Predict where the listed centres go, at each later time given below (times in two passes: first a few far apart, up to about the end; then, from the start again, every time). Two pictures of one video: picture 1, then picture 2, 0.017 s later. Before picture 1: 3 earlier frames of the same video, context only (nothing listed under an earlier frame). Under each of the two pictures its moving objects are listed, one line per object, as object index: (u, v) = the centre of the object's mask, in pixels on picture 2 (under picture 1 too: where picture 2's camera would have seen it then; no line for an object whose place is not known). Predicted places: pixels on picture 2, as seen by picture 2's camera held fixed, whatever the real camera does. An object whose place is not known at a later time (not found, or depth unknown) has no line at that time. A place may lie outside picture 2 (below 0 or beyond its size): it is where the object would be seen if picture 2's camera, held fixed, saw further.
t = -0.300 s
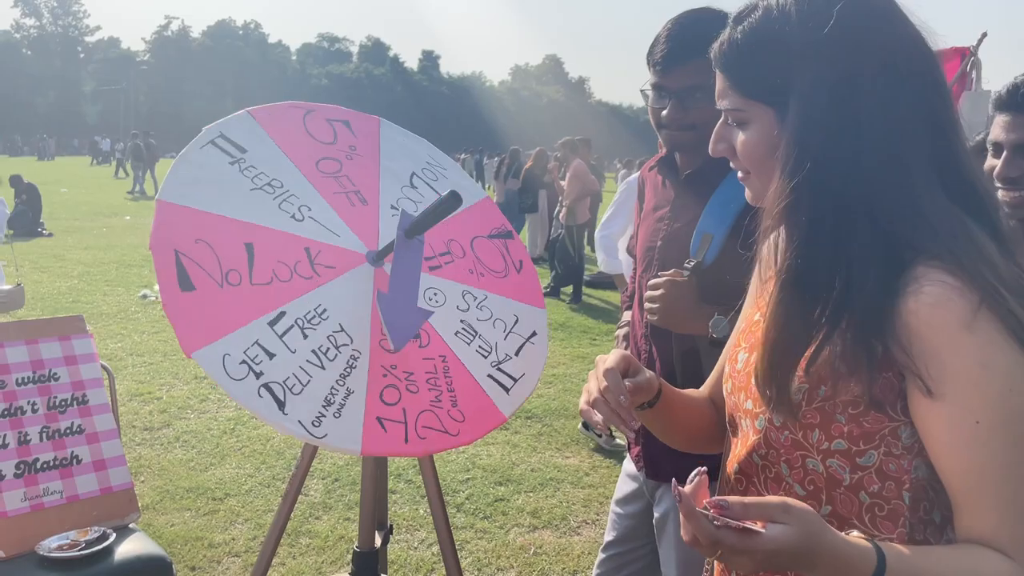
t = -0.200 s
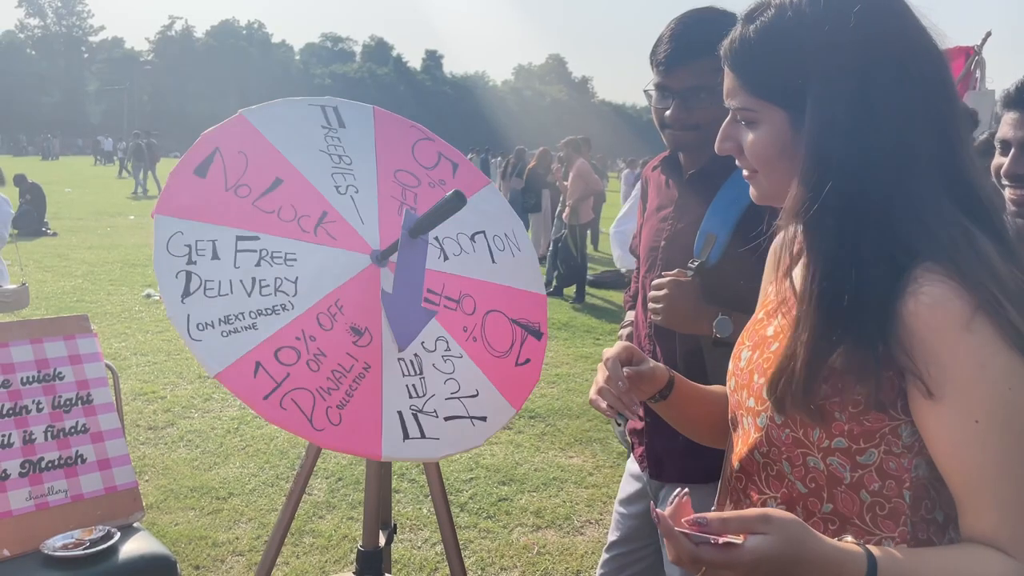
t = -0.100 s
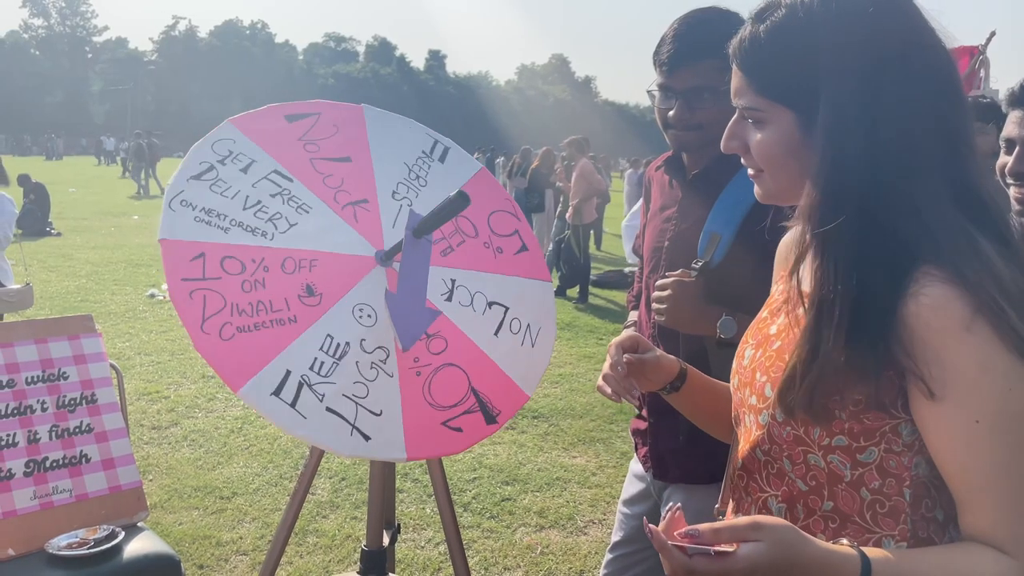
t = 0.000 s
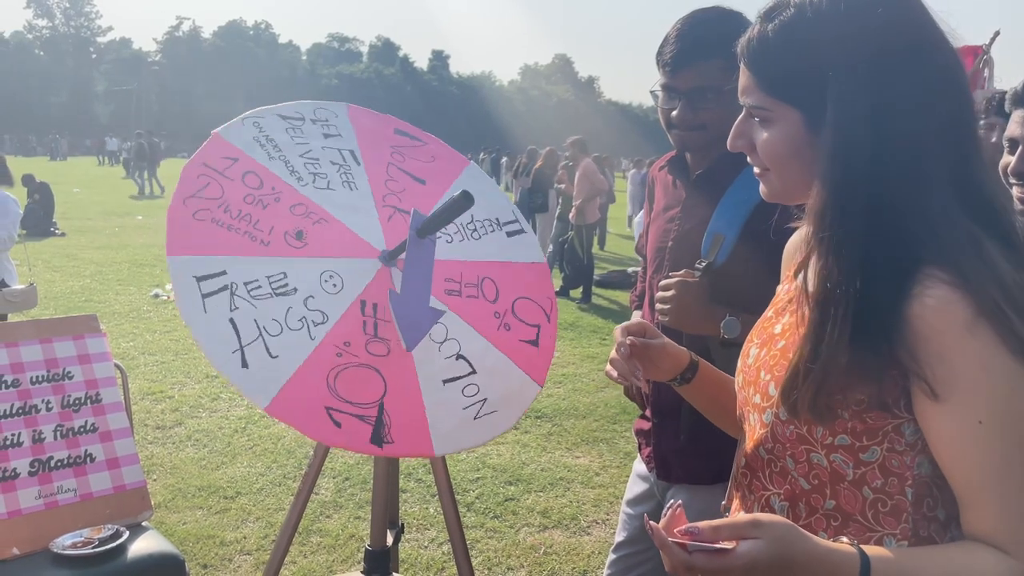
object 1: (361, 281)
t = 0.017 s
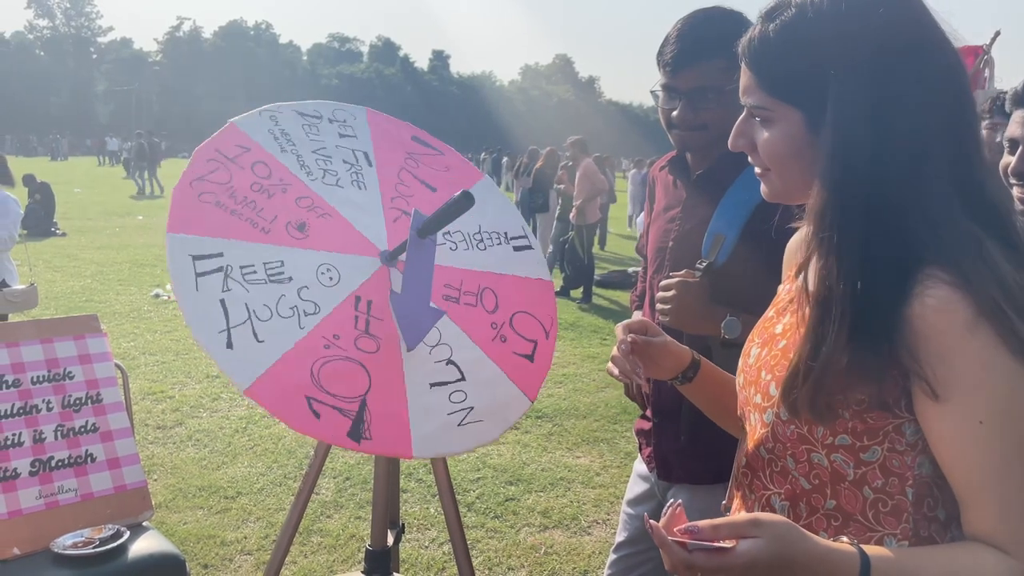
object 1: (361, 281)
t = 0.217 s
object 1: (358, 277)
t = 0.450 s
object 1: (360, 277)
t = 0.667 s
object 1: (356, 277)
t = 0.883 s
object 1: (357, 275)
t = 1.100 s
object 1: (355, 278)
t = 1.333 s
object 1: (355, 274)
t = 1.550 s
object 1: (360, 276)
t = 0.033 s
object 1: (361, 280)
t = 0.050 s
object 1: (360, 280)
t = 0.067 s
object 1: (359, 280)
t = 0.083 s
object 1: (359, 280)
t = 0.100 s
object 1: (358, 279)
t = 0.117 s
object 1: (358, 279)
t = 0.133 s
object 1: (358, 278)
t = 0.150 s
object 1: (358, 278)
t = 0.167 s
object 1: (358, 278)
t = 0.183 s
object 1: (358, 277)
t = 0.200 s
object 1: (357, 277)
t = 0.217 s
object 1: (358, 277)
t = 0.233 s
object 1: (358, 276)
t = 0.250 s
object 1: (358, 276)
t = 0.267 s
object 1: (358, 276)
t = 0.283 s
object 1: (358, 276)
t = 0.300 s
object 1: (358, 276)
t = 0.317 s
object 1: (359, 276)
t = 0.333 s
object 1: (359, 276)
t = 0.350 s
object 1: (359, 276)
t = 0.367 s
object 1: (360, 276)
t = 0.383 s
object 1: (360, 276)
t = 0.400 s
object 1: (360, 277)
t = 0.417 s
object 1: (360, 277)
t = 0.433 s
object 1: (360, 277)
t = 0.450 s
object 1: (360, 277)
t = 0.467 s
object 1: (360, 278)
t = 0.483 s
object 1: (360, 278)
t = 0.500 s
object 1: (360, 278)
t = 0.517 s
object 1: (360, 279)
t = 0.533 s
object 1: (359, 279)
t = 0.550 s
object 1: (359, 279)
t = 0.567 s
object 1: (359, 279)
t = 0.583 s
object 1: (358, 279)
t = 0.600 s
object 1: (358, 279)
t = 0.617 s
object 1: (358, 278)
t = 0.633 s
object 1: (357, 278)
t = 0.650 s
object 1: (357, 278)
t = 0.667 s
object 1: (356, 277)
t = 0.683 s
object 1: (356, 277)
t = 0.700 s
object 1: (356, 277)
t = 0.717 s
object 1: (356, 276)
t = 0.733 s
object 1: (356, 276)
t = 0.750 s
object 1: (356, 276)
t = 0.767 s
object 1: (356, 276)
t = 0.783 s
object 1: (356, 276)
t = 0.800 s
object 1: (356, 275)
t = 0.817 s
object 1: (356, 275)
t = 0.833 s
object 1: (356, 275)
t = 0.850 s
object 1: (357, 275)
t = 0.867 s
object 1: (357, 275)
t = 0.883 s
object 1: (357, 275)
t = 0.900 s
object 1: (357, 275)
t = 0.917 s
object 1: (357, 276)
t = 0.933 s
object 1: (357, 276)
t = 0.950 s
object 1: (357, 276)
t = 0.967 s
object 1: (356, 277)
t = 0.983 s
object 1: (357, 276)
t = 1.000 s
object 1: (357, 276)
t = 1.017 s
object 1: (357, 277)
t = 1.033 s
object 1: (357, 277)
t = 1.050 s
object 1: (357, 277)
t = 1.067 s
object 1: (357, 277)
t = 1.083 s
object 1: (355, 278)
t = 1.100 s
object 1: (355, 278)
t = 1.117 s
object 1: (355, 277)
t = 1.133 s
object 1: (355, 277)
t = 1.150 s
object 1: (355, 277)
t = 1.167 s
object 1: (354, 277)
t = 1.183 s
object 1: (354, 276)
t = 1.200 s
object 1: (354, 276)
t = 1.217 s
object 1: (354, 276)
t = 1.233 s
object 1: (354, 276)
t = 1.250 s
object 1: (355, 275)
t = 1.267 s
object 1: (355, 275)
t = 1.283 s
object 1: (355, 274)
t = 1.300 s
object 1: (355, 274)
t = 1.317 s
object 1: (355, 274)
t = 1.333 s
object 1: (355, 274)
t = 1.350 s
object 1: (356, 274)
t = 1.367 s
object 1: (356, 274)
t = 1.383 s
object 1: (356, 274)
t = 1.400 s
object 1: (357, 274)
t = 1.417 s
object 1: (357, 274)
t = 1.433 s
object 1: (357, 274)
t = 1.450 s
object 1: (357, 274)
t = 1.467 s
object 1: (358, 274)
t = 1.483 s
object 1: (358, 274)
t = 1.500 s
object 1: (359, 275)
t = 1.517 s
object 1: (359, 275)
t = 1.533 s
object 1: (359, 276)
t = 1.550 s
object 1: (360, 276)
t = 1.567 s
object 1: (360, 276)
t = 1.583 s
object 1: (360, 277)
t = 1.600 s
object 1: (360, 277)
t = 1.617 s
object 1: (360, 278)
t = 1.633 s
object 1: (360, 278)
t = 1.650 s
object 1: (360, 279)
